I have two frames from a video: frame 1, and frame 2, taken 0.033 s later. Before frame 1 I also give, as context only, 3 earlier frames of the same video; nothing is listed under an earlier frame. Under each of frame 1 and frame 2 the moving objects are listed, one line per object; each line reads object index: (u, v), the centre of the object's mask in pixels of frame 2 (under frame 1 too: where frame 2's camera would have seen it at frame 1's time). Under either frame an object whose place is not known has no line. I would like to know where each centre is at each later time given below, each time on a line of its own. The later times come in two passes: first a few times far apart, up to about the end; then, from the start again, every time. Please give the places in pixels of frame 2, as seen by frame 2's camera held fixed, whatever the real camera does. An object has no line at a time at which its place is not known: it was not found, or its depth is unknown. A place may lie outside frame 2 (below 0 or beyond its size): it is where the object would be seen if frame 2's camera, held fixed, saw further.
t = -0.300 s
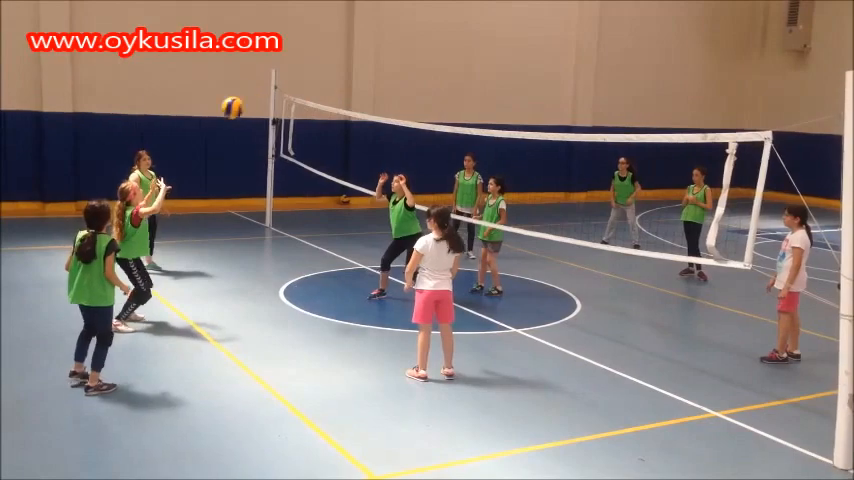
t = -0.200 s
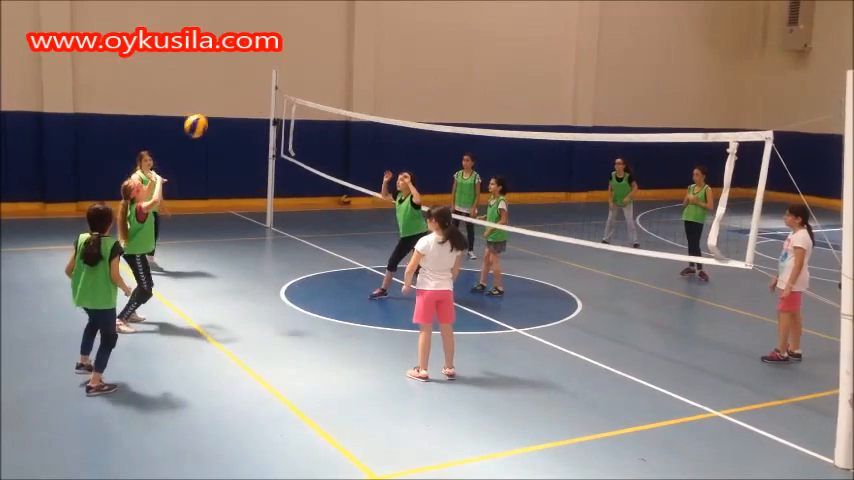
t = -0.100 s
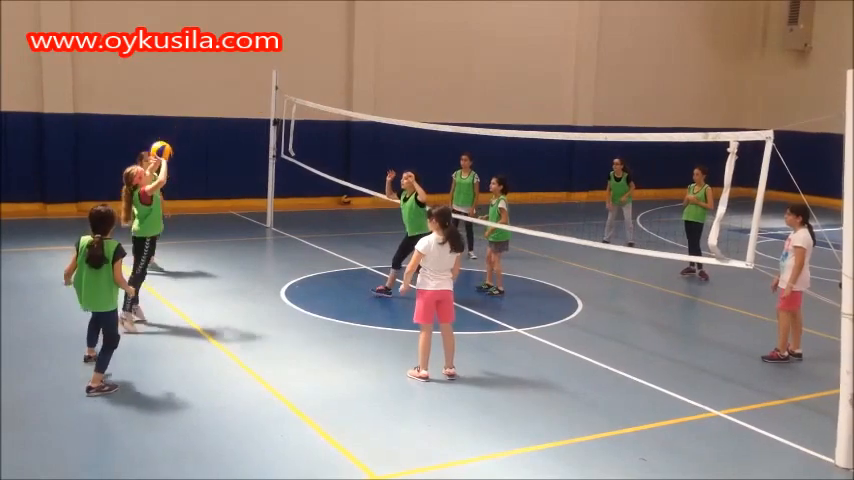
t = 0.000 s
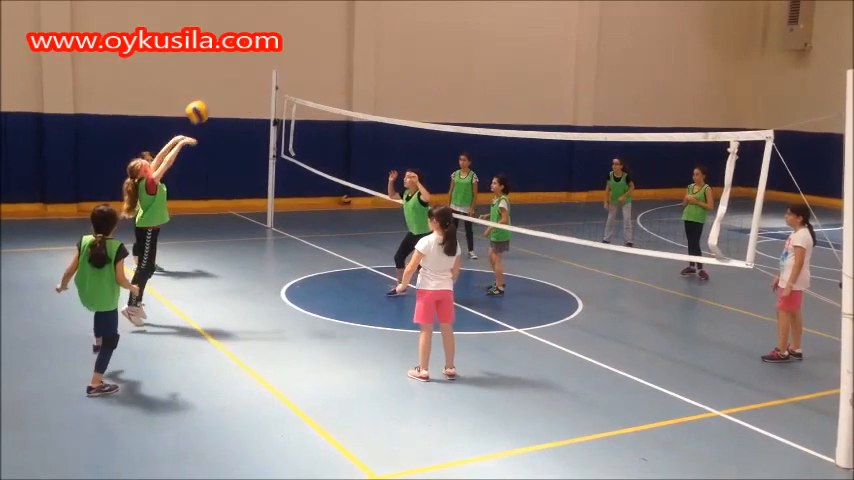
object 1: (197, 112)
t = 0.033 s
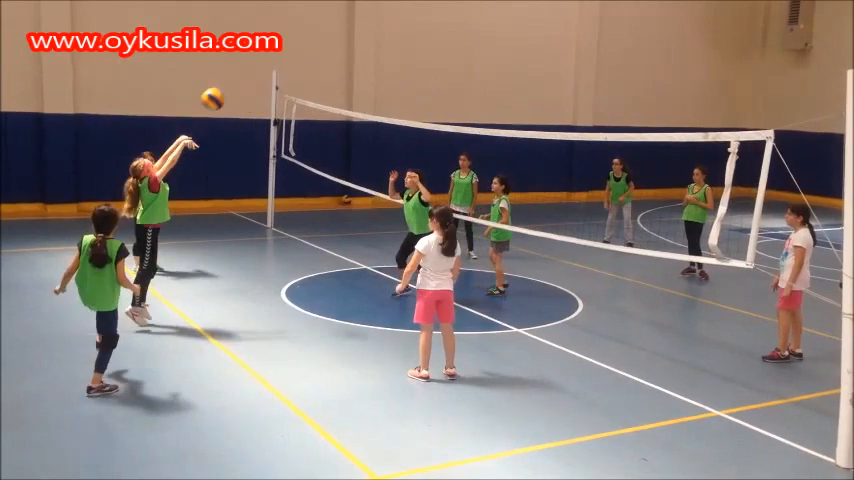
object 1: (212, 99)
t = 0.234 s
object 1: (304, 44)
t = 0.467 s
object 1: (399, 32)
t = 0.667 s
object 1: (469, 61)
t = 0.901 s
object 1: (542, 127)
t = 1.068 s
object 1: (585, 203)
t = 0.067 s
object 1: (228, 87)
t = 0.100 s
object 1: (244, 76)
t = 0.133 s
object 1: (259, 66)
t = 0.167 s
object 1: (274, 59)
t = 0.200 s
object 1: (290, 51)
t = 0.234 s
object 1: (304, 44)
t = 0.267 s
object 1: (317, 39)
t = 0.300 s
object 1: (331, 35)
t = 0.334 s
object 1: (345, 32)
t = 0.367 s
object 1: (358, 31)
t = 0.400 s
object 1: (373, 30)
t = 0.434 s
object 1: (386, 31)
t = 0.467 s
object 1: (399, 32)
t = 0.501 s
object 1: (411, 35)
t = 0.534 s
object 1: (423, 38)
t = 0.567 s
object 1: (435, 43)
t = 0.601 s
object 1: (447, 48)
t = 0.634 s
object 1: (458, 54)
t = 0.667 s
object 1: (469, 61)
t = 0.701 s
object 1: (480, 68)
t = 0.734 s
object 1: (491, 77)
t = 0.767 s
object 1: (501, 87)
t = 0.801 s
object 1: (511, 97)
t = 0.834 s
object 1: (522, 108)
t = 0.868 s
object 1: (532, 120)
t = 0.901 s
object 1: (542, 127)
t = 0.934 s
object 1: (551, 147)
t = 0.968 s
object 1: (560, 159)
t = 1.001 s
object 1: (569, 172)
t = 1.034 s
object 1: (577, 187)
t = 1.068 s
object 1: (585, 203)
